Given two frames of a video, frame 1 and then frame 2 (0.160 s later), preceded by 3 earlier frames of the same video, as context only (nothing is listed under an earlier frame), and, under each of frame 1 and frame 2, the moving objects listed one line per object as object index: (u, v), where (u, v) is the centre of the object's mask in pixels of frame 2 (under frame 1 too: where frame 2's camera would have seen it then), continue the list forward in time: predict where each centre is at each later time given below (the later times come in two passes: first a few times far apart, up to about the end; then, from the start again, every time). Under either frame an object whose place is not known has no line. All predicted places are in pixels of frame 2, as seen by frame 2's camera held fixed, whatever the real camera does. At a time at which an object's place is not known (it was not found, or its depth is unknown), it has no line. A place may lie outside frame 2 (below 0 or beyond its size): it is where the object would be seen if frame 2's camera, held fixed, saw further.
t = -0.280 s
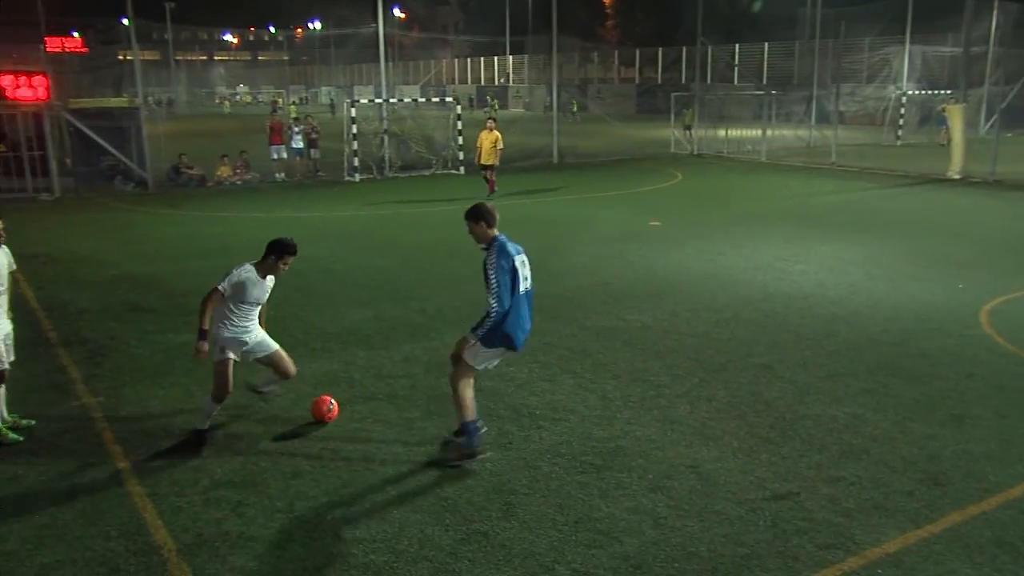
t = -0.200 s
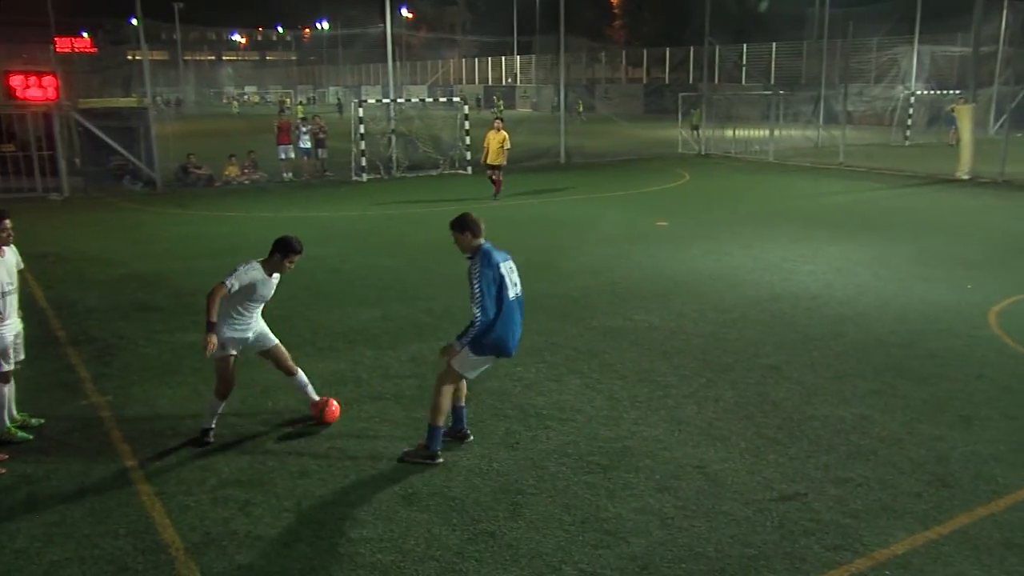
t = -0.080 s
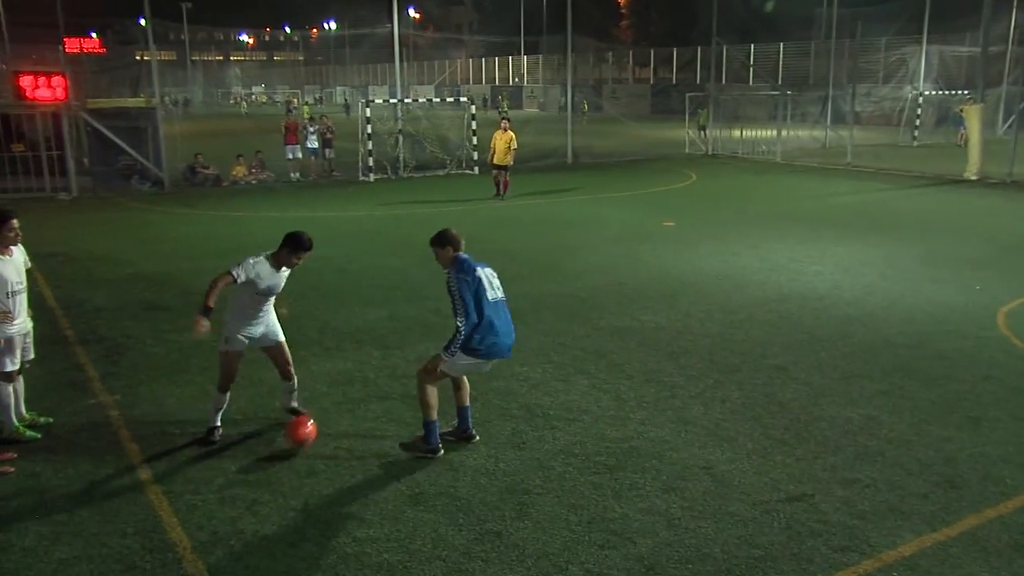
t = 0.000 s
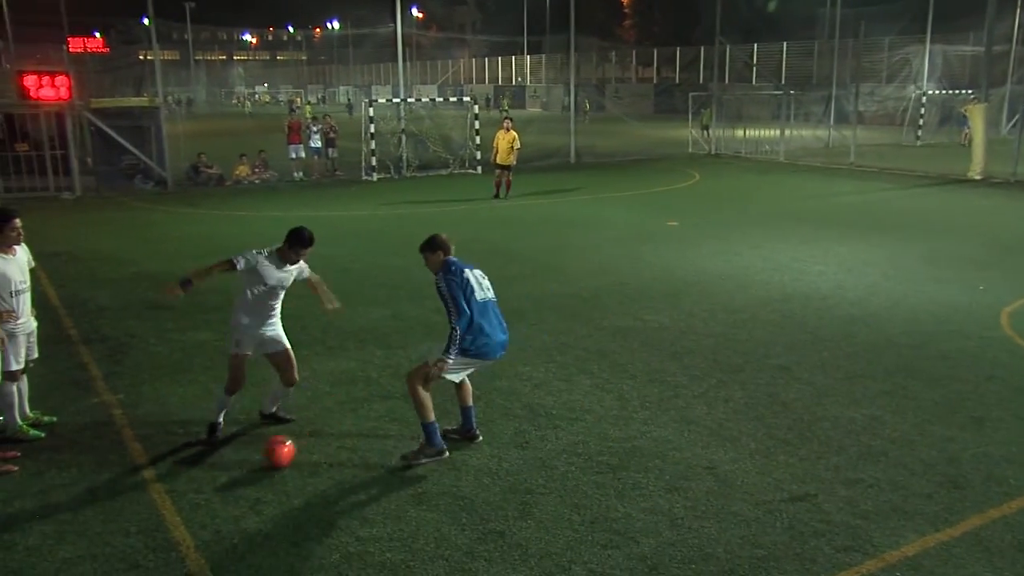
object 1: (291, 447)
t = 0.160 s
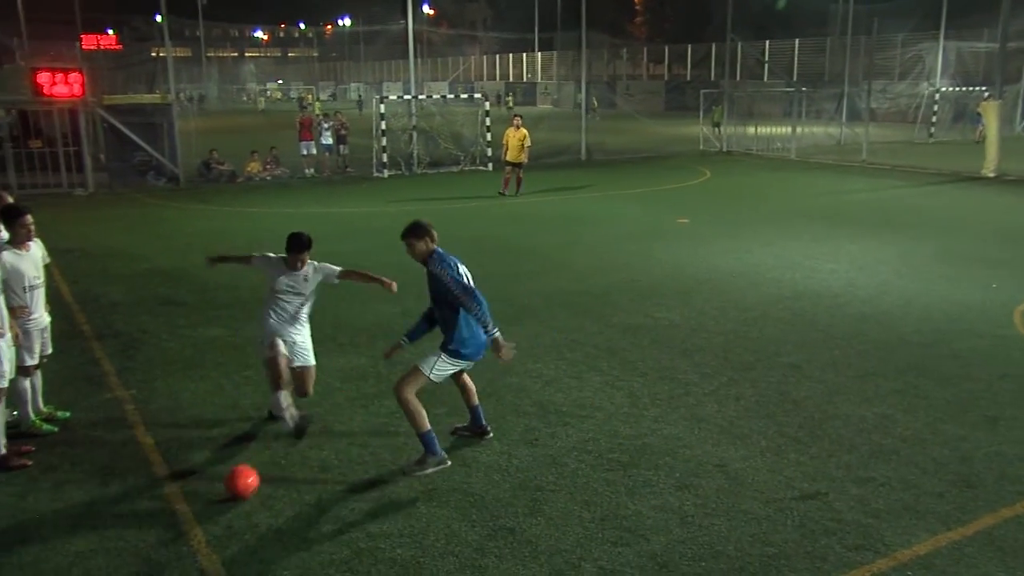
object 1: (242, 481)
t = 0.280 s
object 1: (209, 505)
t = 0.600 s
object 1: (115, 568)
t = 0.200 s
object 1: (231, 489)
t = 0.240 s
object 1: (220, 496)
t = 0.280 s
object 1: (209, 505)
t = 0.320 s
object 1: (198, 512)
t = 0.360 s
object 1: (187, 520)
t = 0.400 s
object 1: (175, 528)
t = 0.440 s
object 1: (163, 536)
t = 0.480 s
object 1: (152, 544)
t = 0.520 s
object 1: (140, 552)
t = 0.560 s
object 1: (127, 561)
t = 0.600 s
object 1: (115, 568)
